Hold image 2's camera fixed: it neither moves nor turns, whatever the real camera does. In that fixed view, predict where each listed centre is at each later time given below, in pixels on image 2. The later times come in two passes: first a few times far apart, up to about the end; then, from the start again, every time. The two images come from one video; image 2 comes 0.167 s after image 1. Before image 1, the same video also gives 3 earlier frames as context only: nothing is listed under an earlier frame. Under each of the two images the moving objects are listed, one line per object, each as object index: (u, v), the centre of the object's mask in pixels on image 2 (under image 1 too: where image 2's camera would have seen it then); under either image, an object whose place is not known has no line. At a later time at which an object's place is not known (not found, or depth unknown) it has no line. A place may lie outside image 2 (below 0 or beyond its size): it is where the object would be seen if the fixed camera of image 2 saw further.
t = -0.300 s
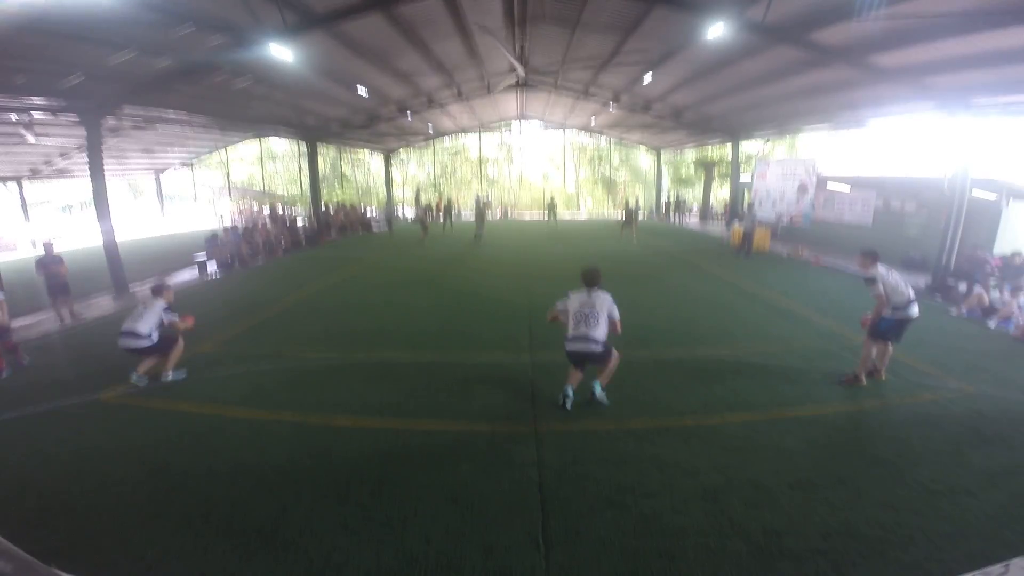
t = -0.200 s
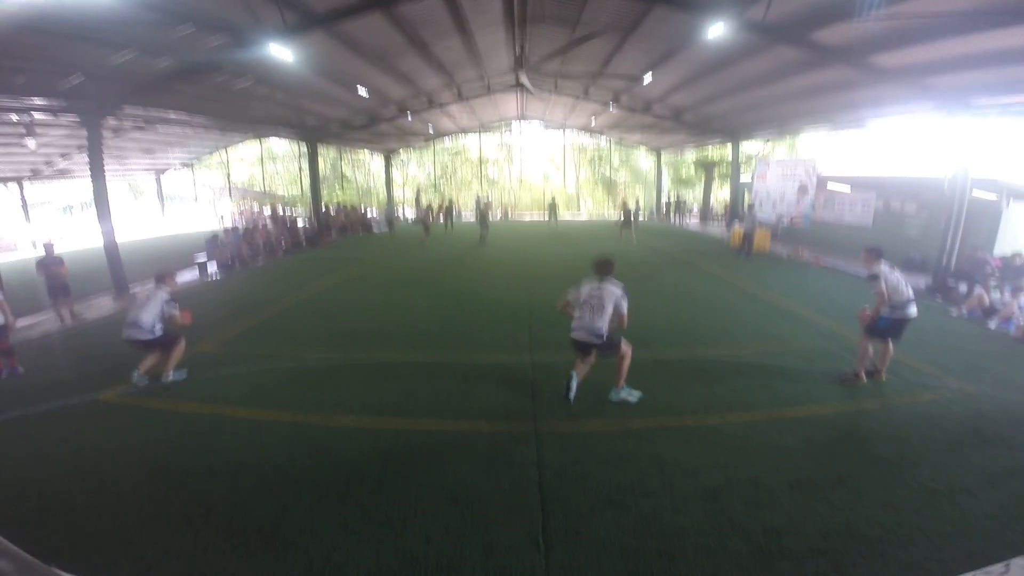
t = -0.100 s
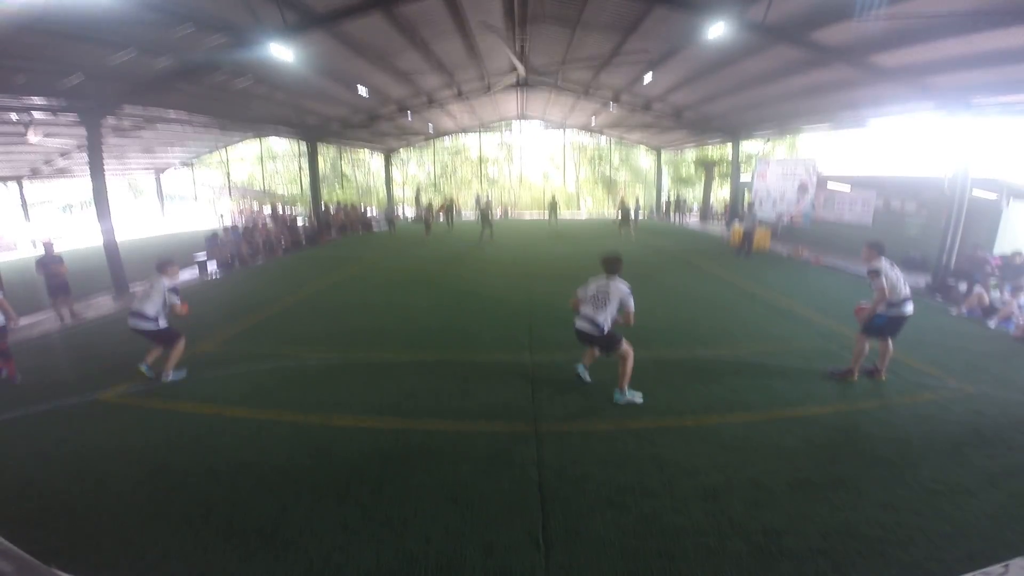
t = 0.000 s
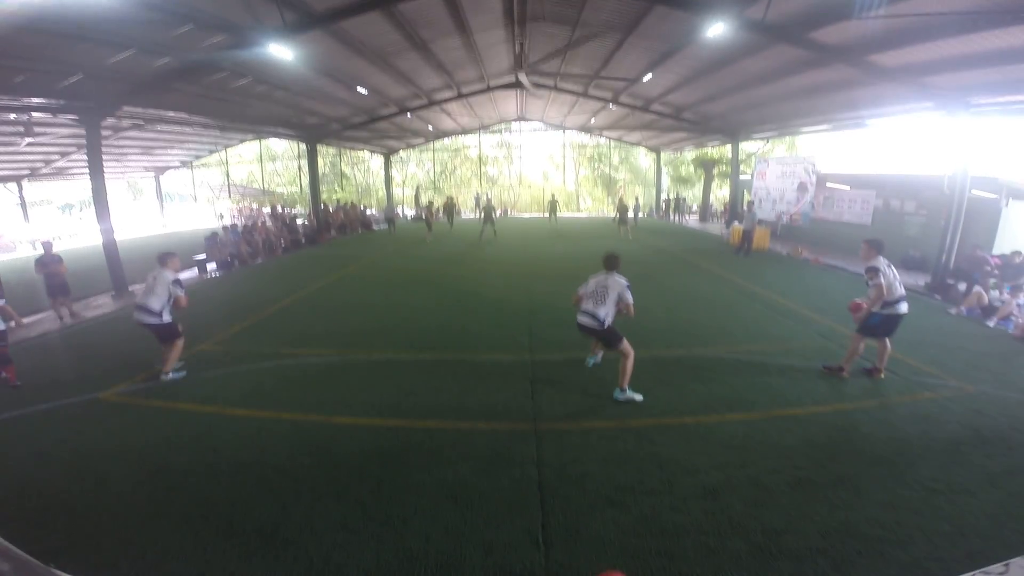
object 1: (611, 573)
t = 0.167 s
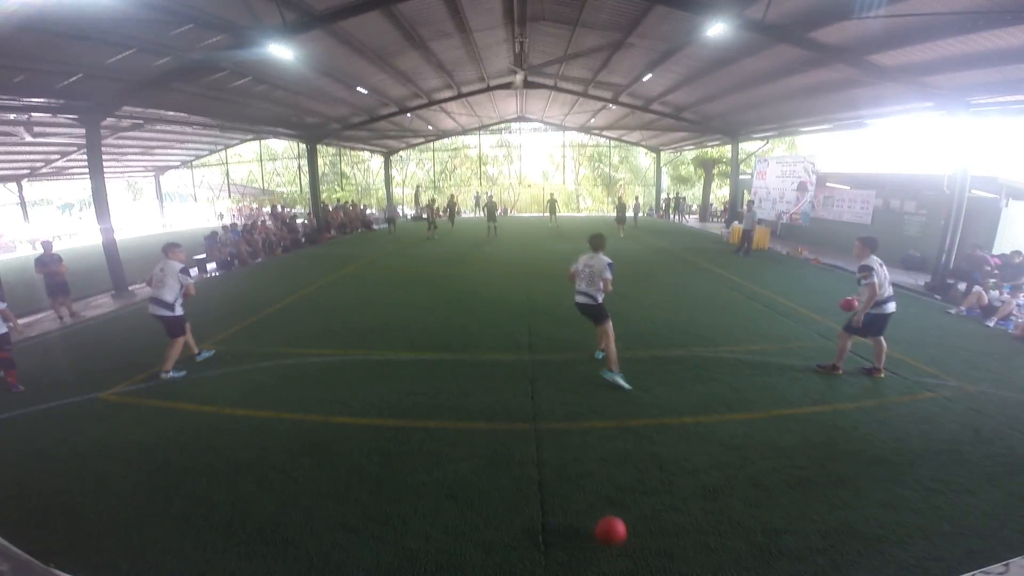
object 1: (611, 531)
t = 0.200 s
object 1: (610, 523)
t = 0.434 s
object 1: (610, 467)
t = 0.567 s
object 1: (610, 443)
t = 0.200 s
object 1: (610, 523)
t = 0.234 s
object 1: (609, 515)
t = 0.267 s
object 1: (610, 505)
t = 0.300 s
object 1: (610, 495)
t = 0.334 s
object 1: (610, 487)
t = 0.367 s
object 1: (610, 481)
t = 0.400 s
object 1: (610, 475)
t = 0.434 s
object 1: (610, 467)
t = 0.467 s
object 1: (610, 460)
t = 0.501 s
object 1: (610, 453)
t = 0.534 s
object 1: (610, 449)
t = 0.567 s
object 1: (610, 443)
